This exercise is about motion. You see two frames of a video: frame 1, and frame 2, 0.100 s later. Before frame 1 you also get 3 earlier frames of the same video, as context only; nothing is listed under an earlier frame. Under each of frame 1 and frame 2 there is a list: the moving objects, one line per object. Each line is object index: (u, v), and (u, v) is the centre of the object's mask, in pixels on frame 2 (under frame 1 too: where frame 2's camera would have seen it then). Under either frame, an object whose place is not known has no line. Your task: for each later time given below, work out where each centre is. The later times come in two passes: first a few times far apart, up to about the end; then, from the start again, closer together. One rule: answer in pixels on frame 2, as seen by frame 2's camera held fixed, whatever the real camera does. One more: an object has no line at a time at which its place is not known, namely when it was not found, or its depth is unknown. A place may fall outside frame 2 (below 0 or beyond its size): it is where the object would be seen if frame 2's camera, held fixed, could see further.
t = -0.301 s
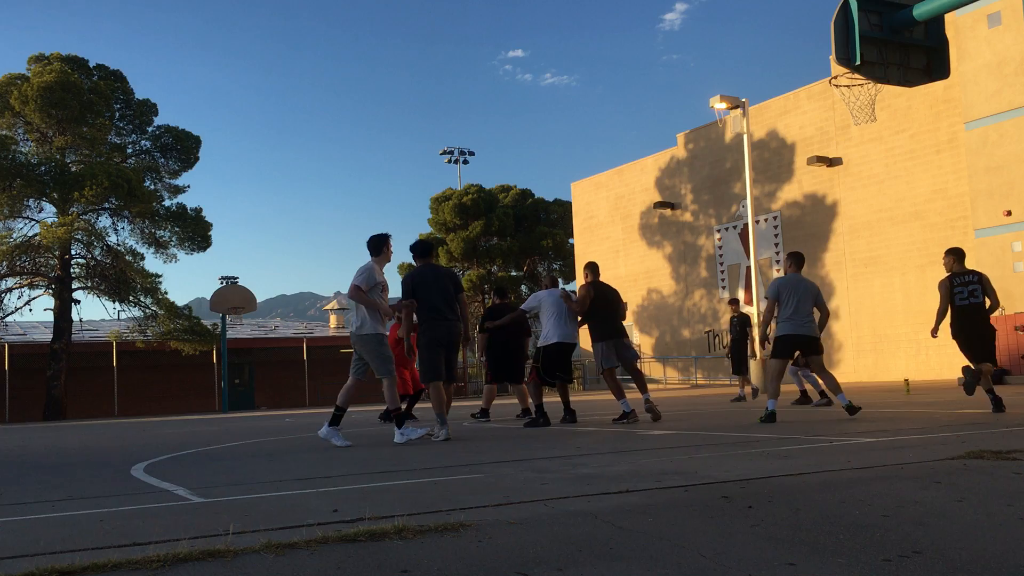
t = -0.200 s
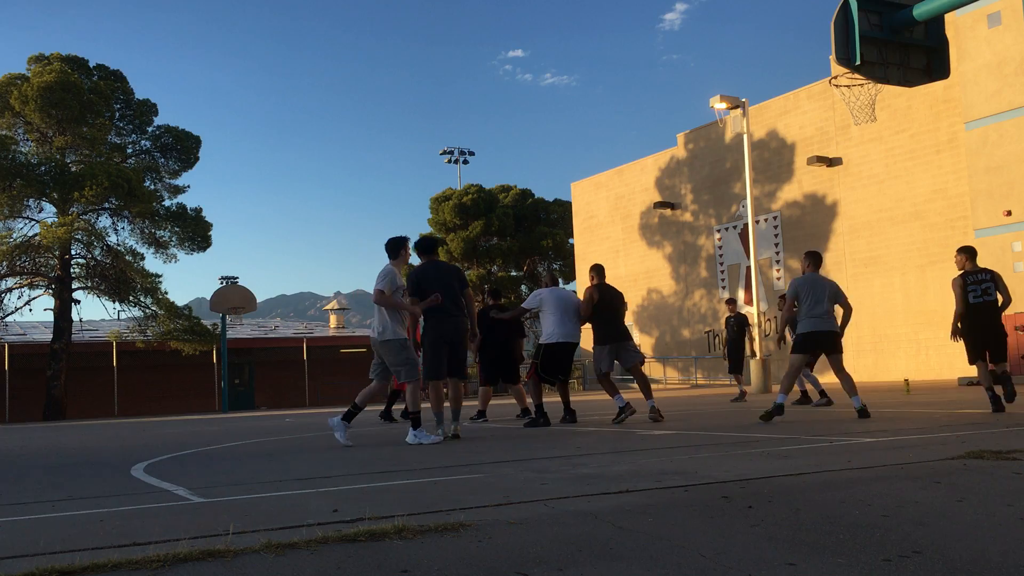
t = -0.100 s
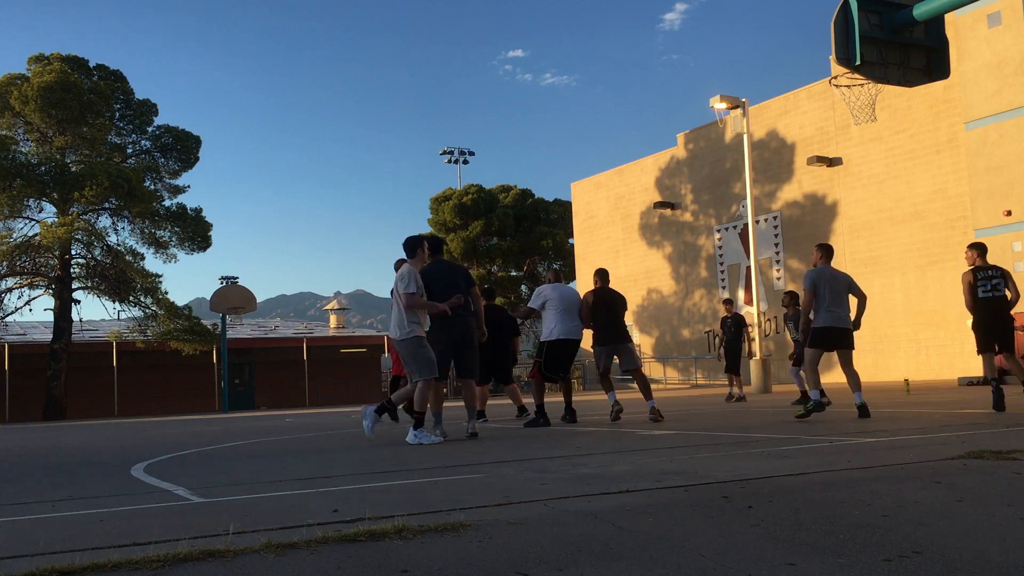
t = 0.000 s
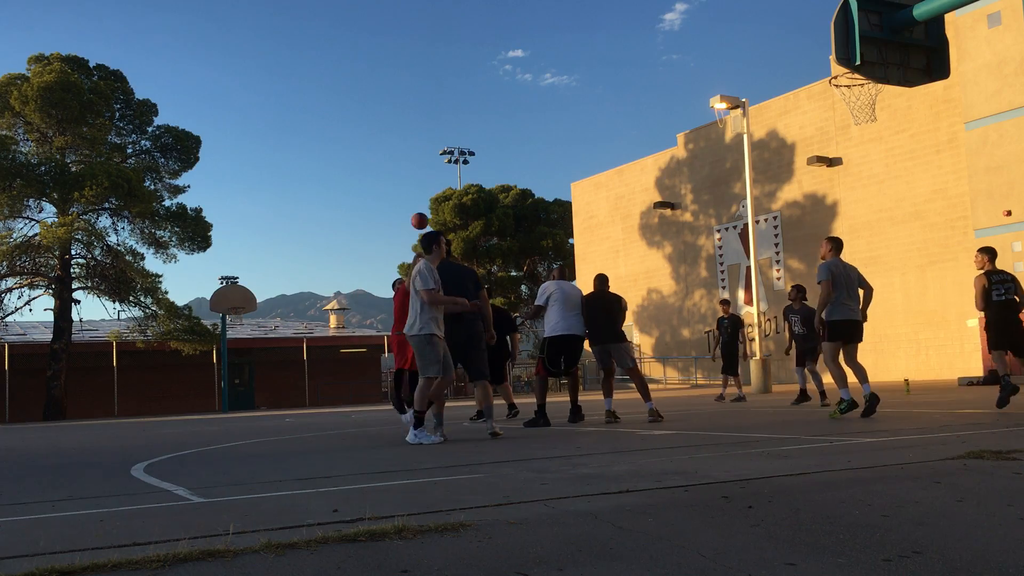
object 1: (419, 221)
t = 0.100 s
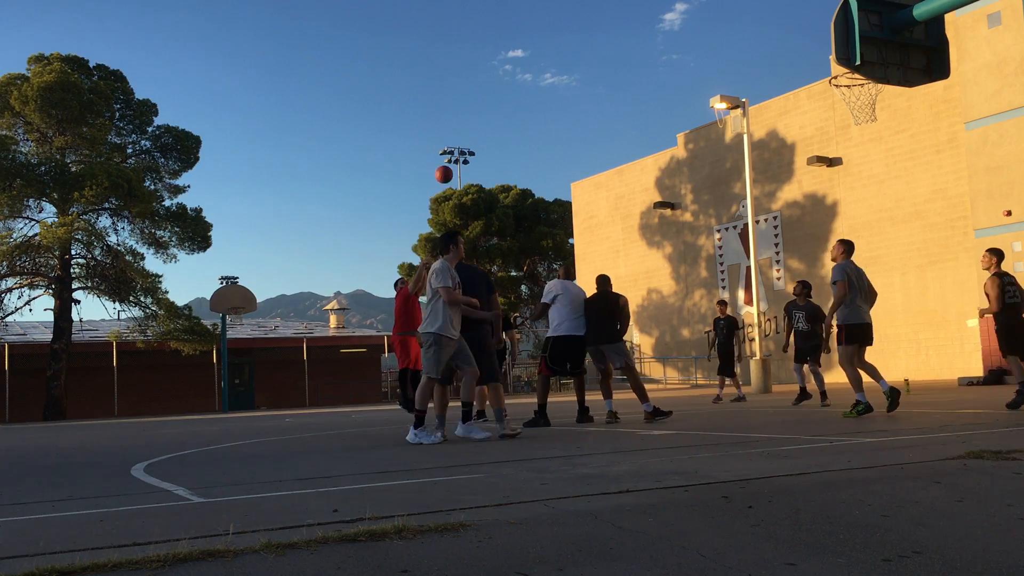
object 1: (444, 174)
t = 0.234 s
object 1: (479, 120)
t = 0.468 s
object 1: (549, 46)
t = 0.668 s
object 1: (621, 11)
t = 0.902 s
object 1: (723, 9)
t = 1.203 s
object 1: (855, 90)
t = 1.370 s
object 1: (822, 102)
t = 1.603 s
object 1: (790, 161)
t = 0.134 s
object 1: (452, 160)
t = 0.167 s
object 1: (461, 146)
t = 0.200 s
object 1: (470, 133)
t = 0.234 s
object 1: (479, 120)
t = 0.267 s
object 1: (488, 107)
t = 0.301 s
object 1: (498, 96)
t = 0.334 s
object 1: (508, 85)
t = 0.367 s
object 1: (518, 74)
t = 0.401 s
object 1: (528, 64)
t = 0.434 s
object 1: (539, 55)
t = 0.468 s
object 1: (549, 46)
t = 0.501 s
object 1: (560, 39)
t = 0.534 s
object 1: (572, 32)
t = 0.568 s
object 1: (584, 25)
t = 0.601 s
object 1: (596, 20)
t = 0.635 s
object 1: (608, 15)
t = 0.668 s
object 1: (621, 11)
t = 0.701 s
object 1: (634, 9)
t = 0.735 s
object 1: (648, 7)
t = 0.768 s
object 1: (662, 7)
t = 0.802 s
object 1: (676, 7)
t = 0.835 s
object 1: (691, 7)
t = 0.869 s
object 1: (707, 8)
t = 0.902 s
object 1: (723, 9)
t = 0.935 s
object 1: (739, 12)
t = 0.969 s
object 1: (756, 16)
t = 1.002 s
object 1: (774, 23)
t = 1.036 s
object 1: (792, 30)
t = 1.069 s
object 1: (811, 39)
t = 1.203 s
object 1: (855, 90)
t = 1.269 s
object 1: (830, 106)
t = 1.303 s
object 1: (829, 102)
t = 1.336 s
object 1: (826, 99)
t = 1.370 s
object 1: (822, 102)
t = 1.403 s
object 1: (817, 107)
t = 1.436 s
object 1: (812, 113)
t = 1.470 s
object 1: (807, 121)
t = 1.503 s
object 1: (803, 129)
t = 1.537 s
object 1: (799, 138)
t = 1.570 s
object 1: (795, 149)
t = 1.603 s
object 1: (790, 161)
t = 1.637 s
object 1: (787, 173)
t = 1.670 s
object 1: (783, 187)
